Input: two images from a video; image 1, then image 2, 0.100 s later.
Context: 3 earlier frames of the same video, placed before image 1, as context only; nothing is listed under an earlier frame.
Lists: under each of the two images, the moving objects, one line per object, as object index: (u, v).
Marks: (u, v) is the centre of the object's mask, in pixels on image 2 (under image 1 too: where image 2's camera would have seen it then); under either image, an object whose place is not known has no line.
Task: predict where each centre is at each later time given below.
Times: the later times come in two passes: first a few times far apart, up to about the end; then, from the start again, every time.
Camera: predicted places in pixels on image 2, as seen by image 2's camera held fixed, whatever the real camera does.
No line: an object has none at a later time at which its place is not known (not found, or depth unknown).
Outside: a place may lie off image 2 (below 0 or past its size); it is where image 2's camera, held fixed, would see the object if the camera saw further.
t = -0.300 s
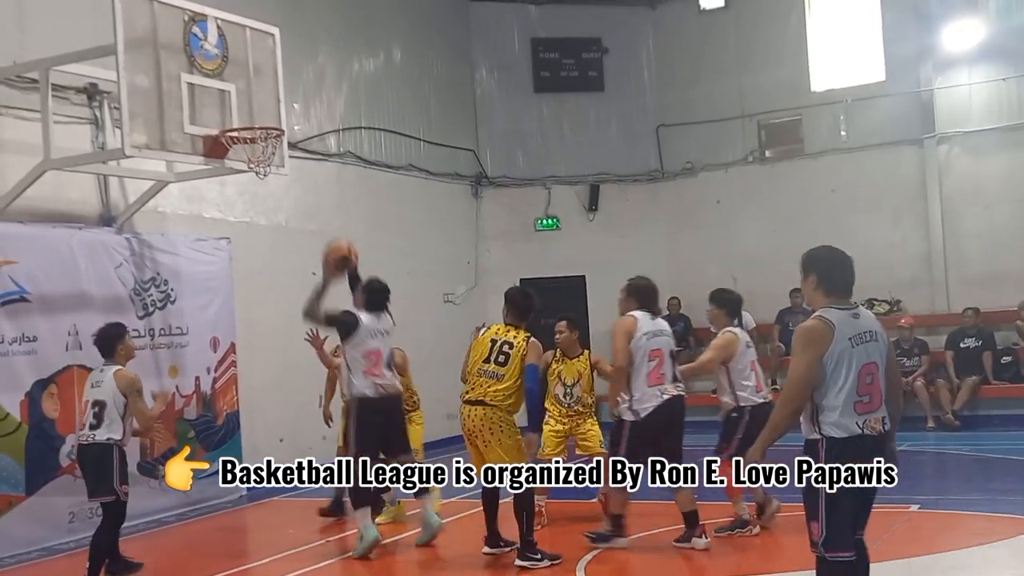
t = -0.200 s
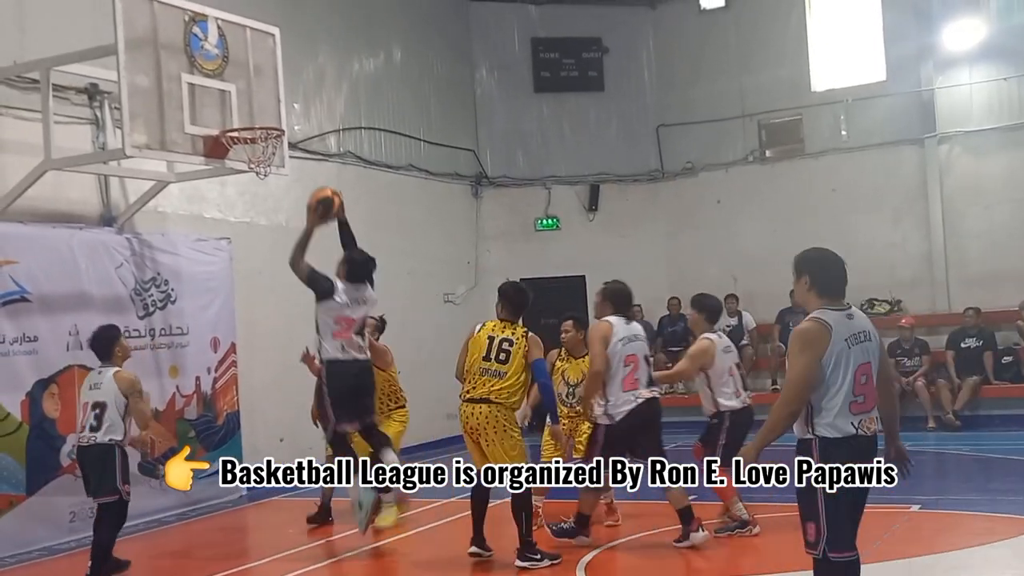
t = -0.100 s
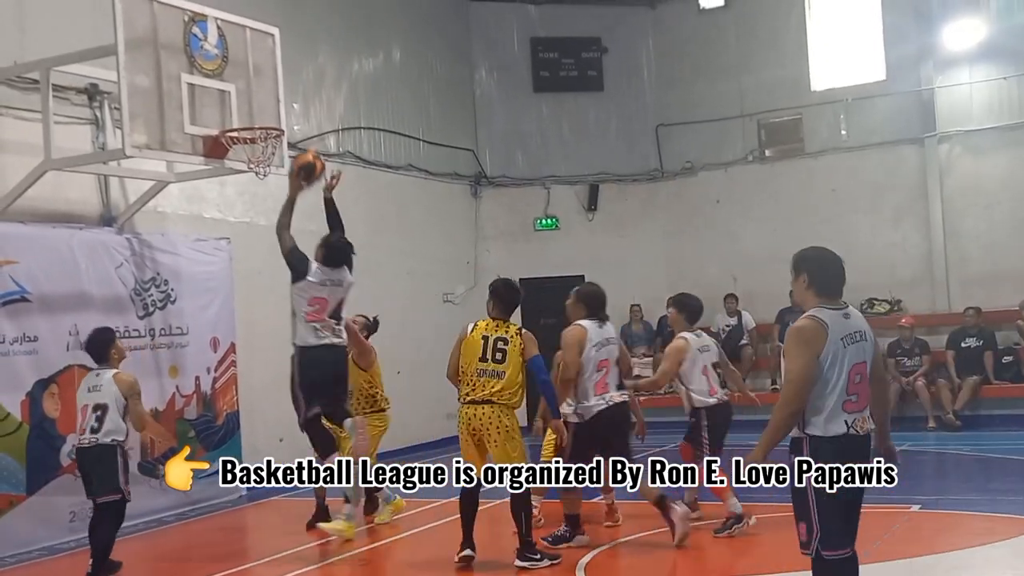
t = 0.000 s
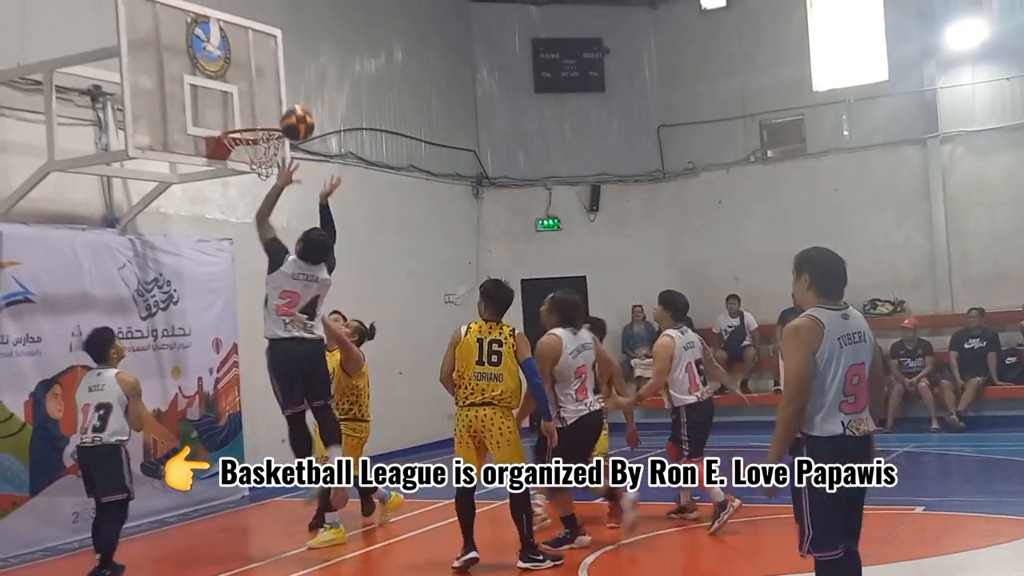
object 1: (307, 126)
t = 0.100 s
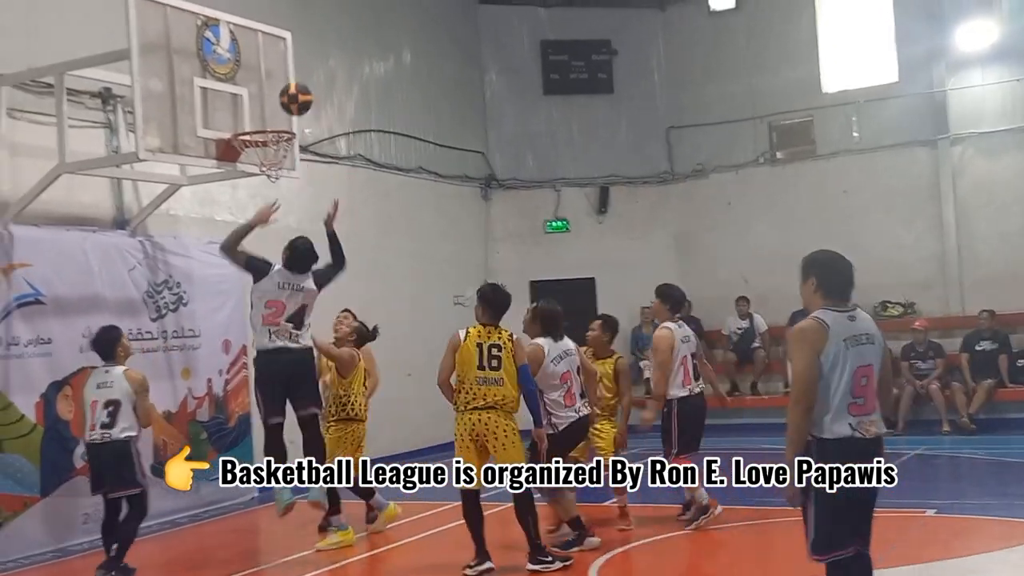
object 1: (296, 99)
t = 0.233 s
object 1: (284, 83)
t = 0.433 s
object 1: (269, 103)
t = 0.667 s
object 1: (253, 114)
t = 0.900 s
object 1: (237, 126)
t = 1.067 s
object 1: (227, 181)
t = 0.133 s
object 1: (292, 93)
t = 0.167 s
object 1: (289, 88)
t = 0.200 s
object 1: (286, 84)
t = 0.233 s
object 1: (284, 83)
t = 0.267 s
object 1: (281, 82)
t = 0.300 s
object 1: (278, 84)
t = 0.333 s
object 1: (275, 87)
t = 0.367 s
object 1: (273, 90)
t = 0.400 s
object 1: (271, 96)
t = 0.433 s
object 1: (269, 103)
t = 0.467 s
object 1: (267, 111)
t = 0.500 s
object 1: (264, 118)
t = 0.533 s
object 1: (262, 122)
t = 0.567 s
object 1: (260, 119)
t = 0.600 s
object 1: (258, 117)
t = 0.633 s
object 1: (255, 115)
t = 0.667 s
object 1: (253, 114)
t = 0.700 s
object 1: (250, 114)
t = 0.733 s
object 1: (248, 113)
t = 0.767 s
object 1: (245, 113)
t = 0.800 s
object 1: (243, 115)
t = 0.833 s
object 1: (241, 117)
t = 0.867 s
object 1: (239, 122)
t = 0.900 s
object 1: (237, 126)
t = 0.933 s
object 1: (235, 134)
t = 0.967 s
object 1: (232, 146)
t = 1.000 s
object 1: (230, 154)
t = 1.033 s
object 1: (228, 163)
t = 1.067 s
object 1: (227, 181)
